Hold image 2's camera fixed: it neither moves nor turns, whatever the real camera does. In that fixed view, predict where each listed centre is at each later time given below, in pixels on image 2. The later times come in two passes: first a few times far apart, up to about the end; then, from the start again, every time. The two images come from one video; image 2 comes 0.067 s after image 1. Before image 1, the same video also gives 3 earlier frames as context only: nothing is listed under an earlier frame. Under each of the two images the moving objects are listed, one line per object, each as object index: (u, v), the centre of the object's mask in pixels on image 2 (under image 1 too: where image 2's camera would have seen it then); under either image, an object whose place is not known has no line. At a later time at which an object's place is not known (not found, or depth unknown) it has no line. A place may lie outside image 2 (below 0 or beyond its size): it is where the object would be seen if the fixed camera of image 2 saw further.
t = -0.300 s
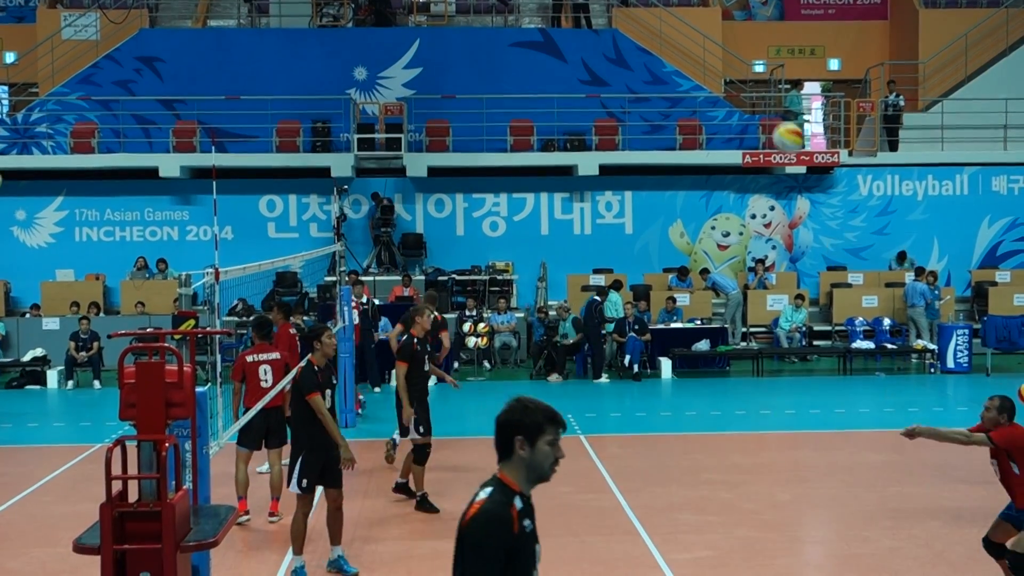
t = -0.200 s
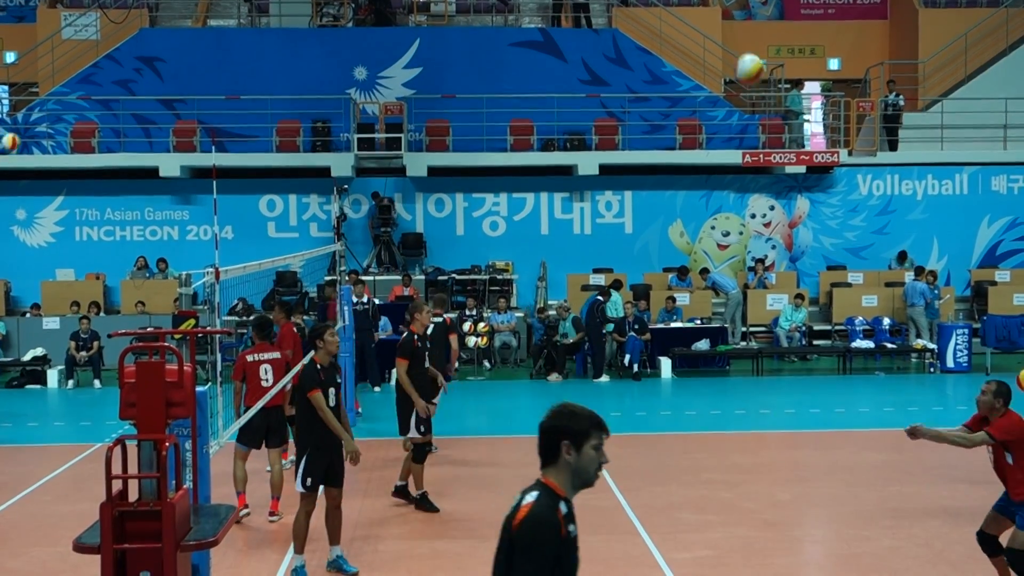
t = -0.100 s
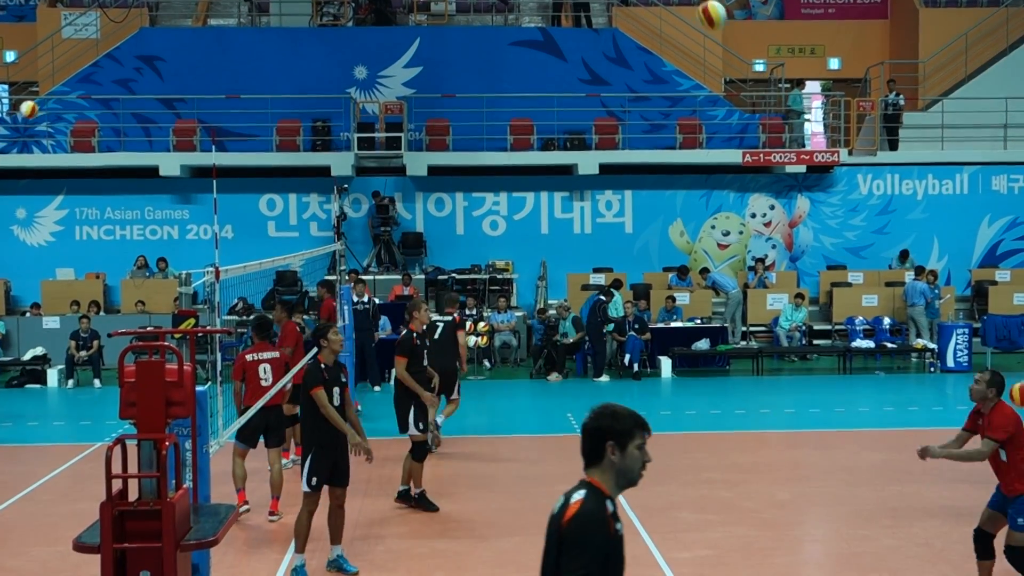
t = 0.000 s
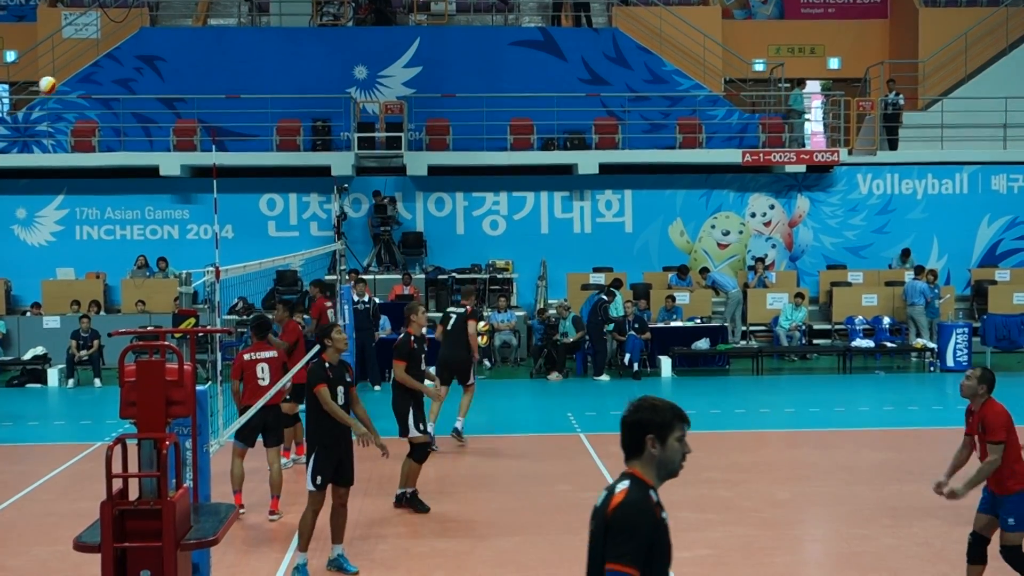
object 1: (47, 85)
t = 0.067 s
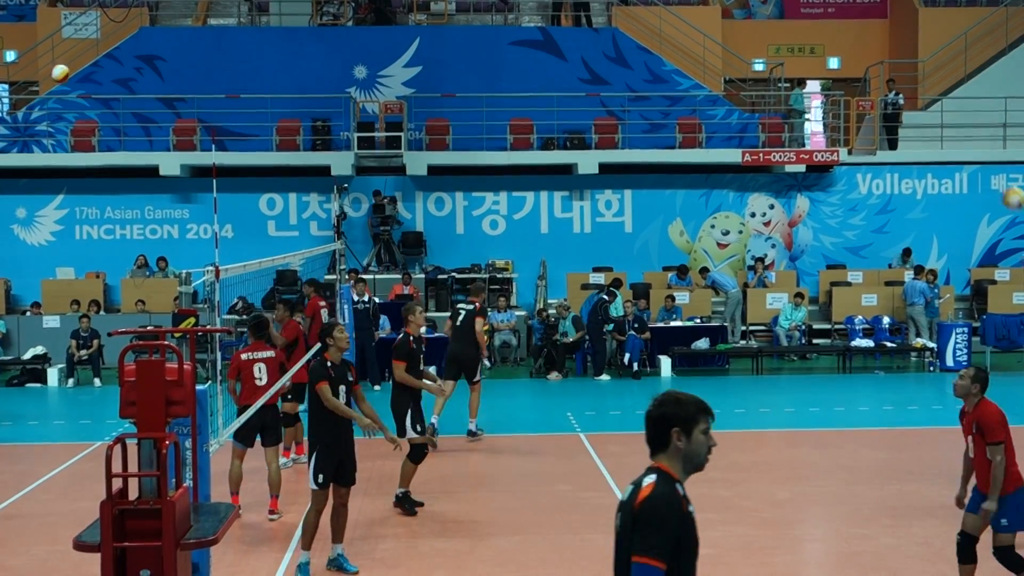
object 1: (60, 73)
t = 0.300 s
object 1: (109, 63)
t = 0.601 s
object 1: (177, 127)
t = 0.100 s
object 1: (67, 69)
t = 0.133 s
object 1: (73, 66)
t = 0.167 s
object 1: (80, 63)
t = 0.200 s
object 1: (87, 61)
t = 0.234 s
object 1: (95, 61)
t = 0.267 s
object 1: (102, 61)
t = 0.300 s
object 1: (109, 63)
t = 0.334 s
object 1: (116, 65)
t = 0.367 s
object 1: (124, 69)
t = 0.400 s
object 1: (131, 74)
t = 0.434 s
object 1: (139, 80)
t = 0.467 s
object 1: (146, 87)
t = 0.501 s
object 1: (154, 95)
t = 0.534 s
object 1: (162, 105)
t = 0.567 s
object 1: (169, 116)
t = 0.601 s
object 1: (177, 127)
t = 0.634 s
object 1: (185, 140)
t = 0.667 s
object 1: (193, 154)
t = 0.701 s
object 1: (202, 171)
